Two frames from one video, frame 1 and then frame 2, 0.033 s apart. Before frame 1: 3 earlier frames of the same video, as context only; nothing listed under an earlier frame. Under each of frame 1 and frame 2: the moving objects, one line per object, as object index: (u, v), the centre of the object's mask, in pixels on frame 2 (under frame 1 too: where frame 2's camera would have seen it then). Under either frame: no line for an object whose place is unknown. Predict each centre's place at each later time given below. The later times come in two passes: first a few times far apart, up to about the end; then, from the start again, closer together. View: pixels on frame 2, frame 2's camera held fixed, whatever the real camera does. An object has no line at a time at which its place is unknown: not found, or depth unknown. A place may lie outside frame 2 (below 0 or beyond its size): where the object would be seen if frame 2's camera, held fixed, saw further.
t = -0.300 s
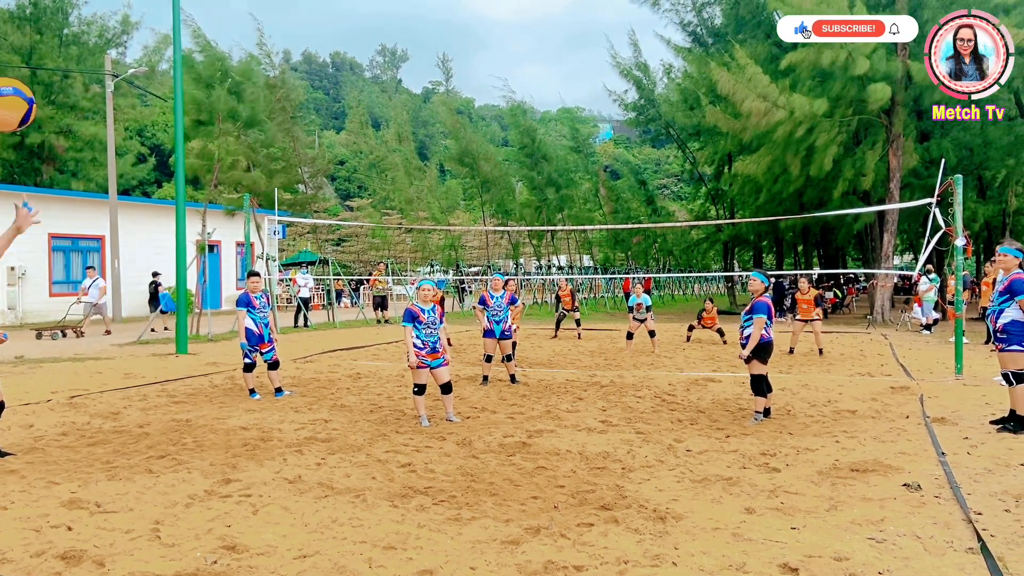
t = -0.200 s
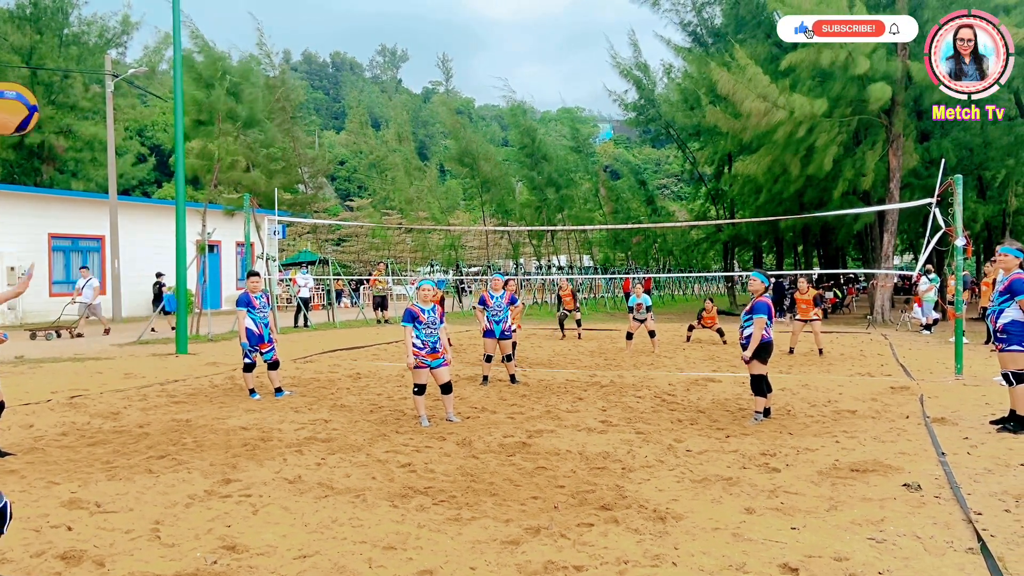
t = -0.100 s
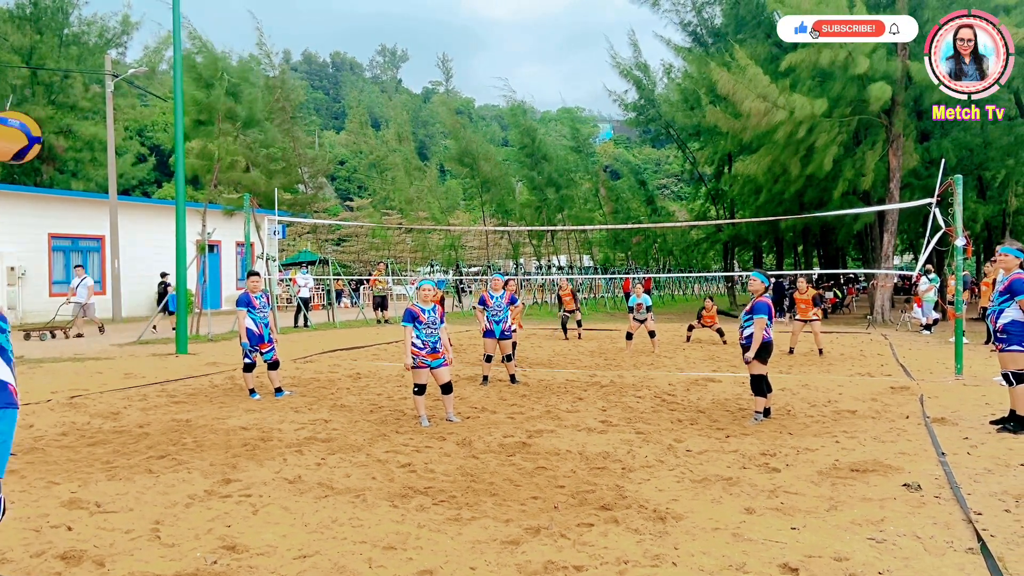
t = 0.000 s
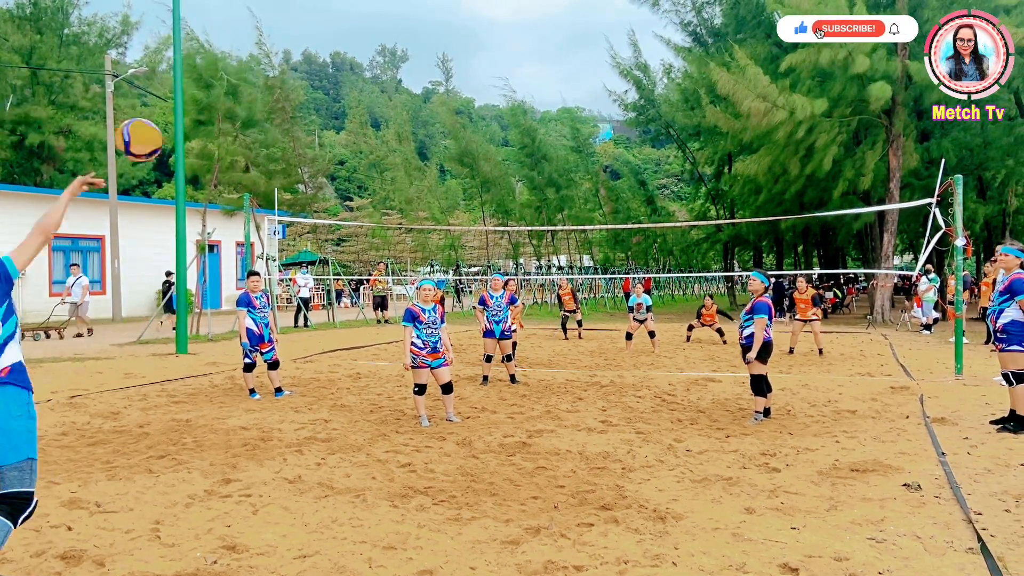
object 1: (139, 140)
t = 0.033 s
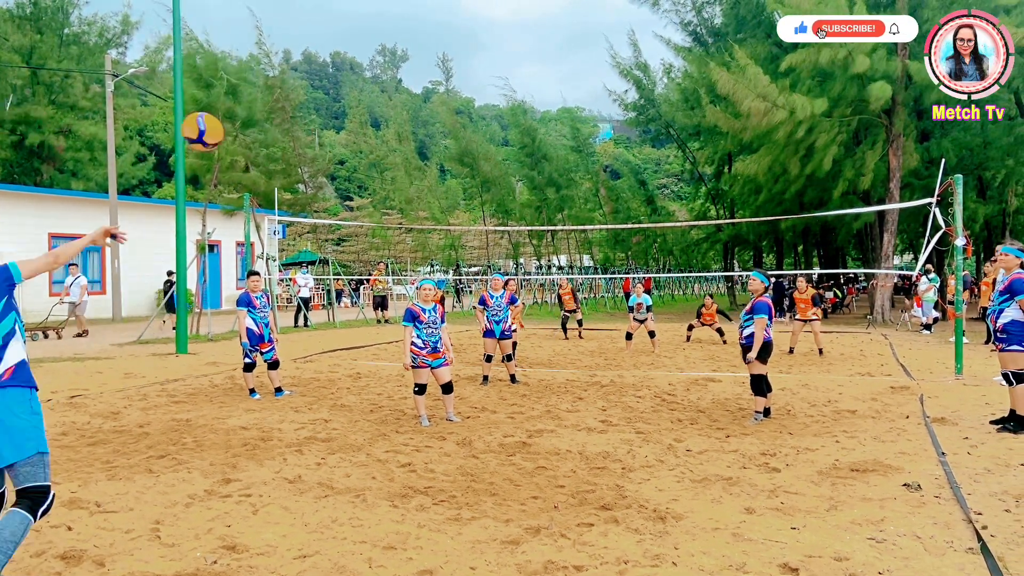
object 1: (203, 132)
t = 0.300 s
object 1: (438, 145)
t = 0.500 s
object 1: (496, 186)
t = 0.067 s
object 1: (254, 127)
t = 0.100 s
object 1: (295, 125)
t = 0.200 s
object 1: (384, 131)
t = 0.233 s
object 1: (405, 135)
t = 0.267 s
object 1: (423, 140)
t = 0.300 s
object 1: (438, 145)
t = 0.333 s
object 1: (451, 151)
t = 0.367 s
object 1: (463, 157)
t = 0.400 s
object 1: (472, 164)
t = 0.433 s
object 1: (481, 172)
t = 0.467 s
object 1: (489, 179)
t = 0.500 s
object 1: (496, 186)
